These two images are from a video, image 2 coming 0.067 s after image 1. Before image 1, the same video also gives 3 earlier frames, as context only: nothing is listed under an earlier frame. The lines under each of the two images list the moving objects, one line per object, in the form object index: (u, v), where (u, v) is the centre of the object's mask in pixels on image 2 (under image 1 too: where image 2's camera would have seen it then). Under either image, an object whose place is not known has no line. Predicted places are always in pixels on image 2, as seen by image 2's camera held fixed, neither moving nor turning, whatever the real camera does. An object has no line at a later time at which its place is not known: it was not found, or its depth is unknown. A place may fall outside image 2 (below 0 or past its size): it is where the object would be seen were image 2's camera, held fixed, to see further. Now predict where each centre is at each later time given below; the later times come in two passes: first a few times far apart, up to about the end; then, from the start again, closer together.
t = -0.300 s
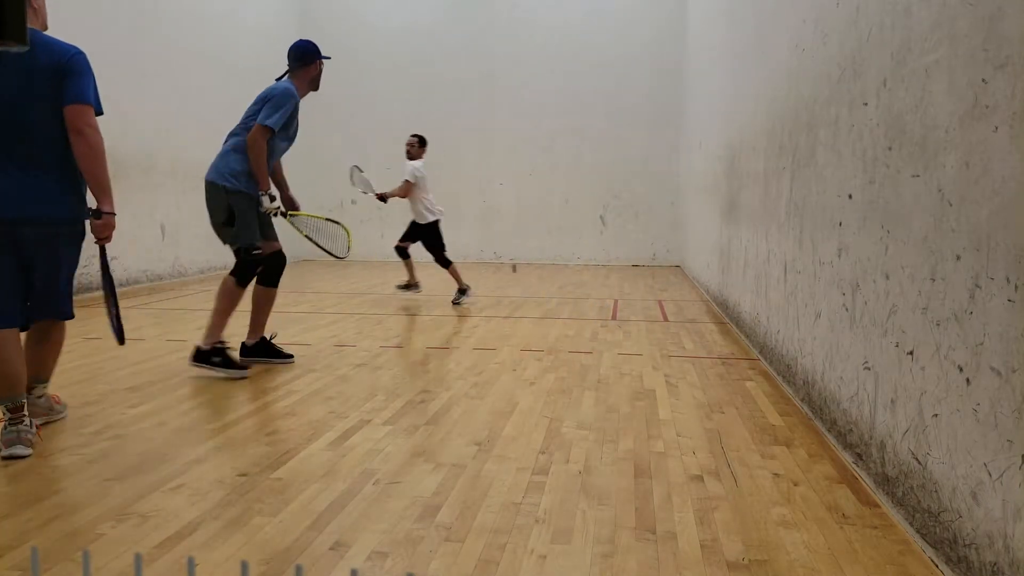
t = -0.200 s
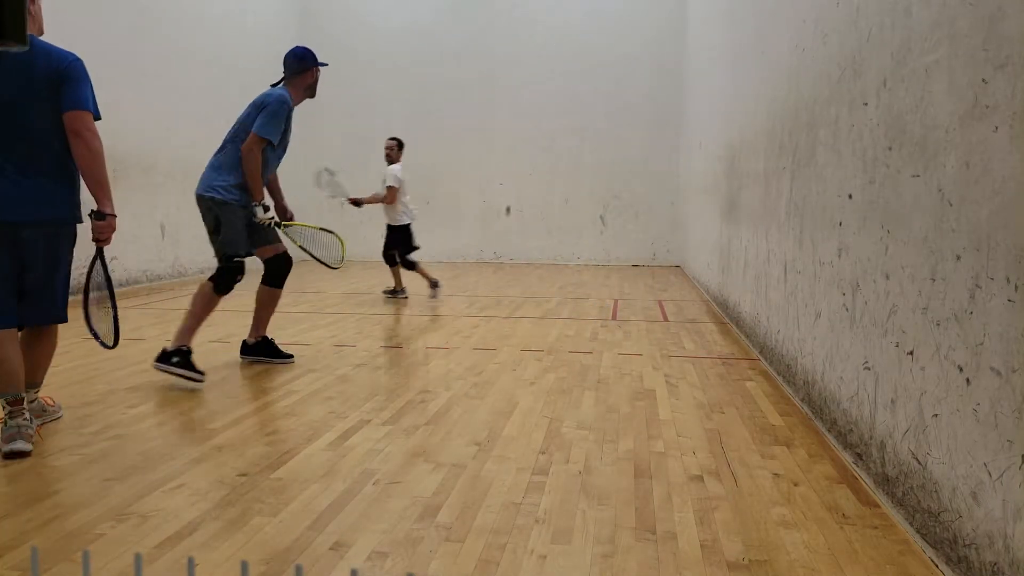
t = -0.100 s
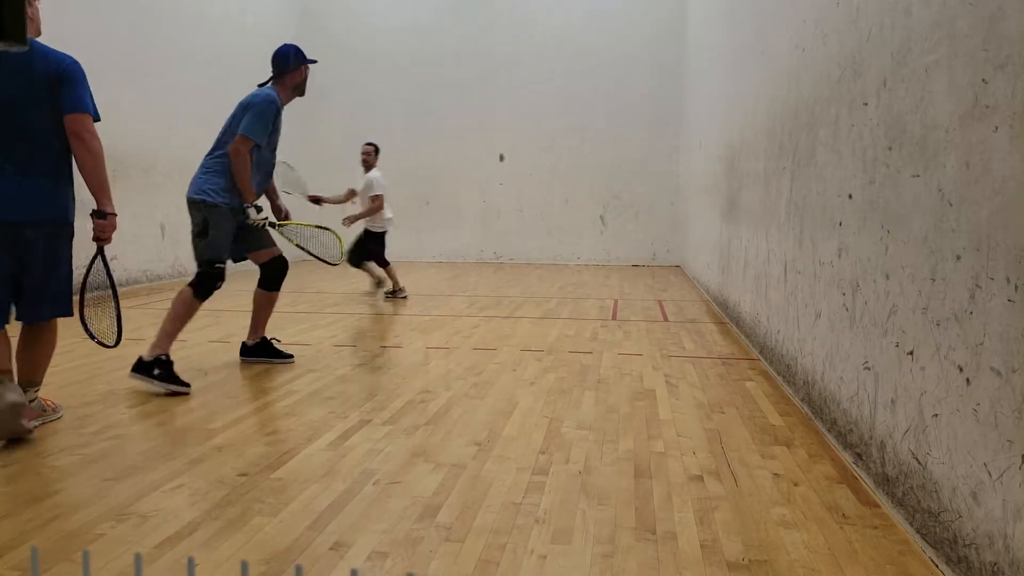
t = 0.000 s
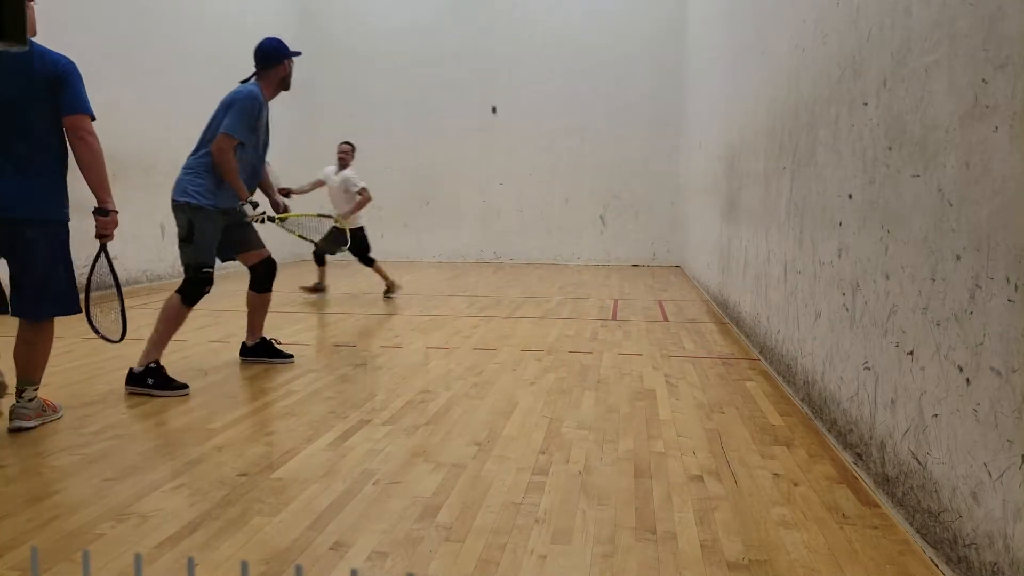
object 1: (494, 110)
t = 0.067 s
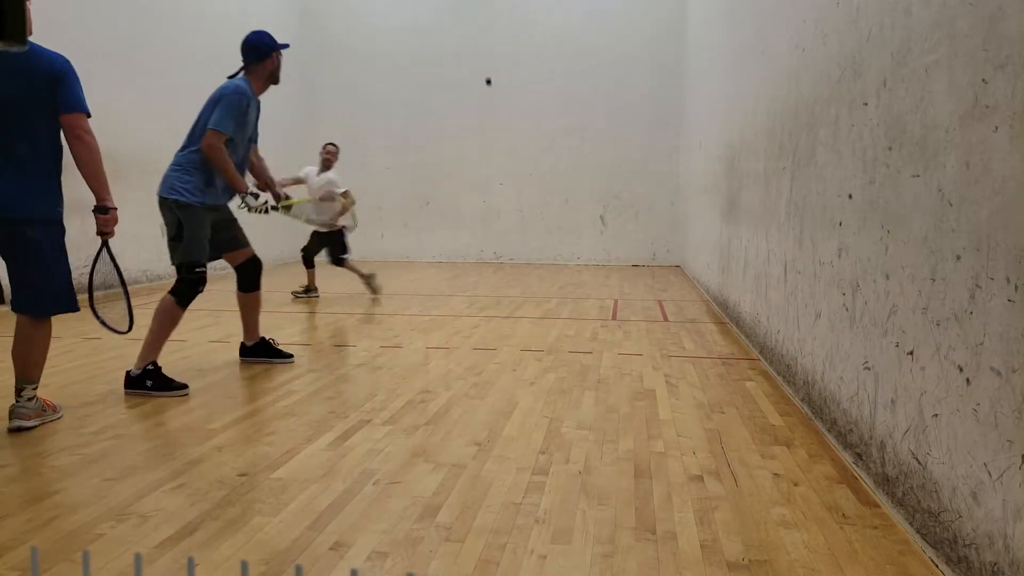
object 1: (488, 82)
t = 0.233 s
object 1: (473, 27)
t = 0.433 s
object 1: (452, 2)
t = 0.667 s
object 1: (420, 39)
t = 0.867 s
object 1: (388, 155)
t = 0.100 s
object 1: (486, 69)
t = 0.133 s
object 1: (483, 57)
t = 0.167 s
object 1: (480, 46)
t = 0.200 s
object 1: (477, 36)
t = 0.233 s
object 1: (473, 27)
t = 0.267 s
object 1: (470, 20)
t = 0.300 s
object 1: (466, 13)
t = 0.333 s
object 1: (463, 8)
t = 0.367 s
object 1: (460, 4)
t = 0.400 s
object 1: (456, 3)
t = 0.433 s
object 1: (452, 2)
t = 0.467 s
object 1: (448, 2)
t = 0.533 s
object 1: (439, 6)
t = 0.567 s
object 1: (435, 11)
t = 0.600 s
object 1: (430, 19)
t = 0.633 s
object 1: (425, 28)
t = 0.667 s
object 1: (420, 39)
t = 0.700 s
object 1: (415, 53)
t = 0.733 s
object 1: (410, 68)
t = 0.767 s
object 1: (405, 86)
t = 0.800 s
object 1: (400, 107)
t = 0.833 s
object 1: (394, 130)
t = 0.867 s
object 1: (388, 155)
